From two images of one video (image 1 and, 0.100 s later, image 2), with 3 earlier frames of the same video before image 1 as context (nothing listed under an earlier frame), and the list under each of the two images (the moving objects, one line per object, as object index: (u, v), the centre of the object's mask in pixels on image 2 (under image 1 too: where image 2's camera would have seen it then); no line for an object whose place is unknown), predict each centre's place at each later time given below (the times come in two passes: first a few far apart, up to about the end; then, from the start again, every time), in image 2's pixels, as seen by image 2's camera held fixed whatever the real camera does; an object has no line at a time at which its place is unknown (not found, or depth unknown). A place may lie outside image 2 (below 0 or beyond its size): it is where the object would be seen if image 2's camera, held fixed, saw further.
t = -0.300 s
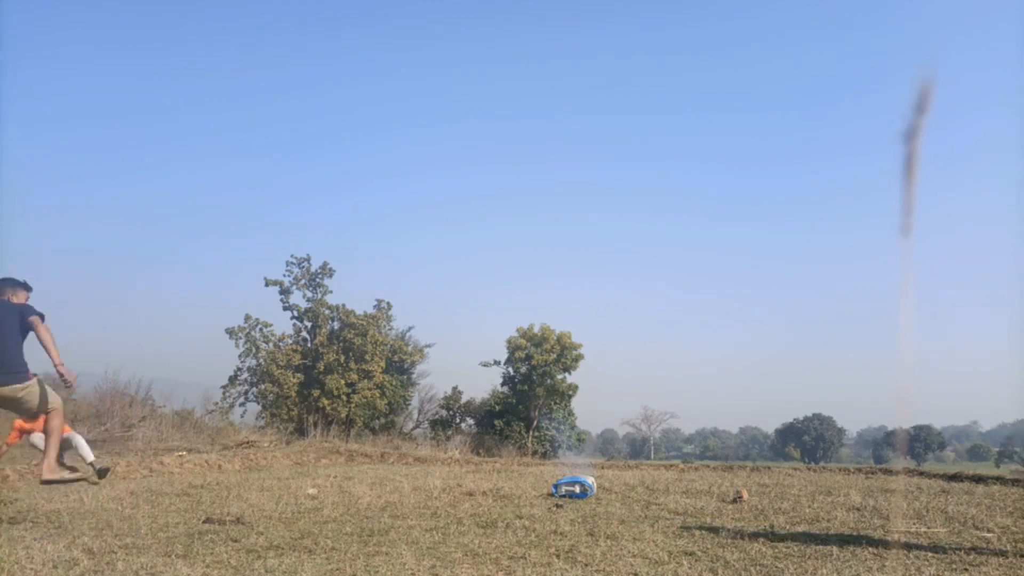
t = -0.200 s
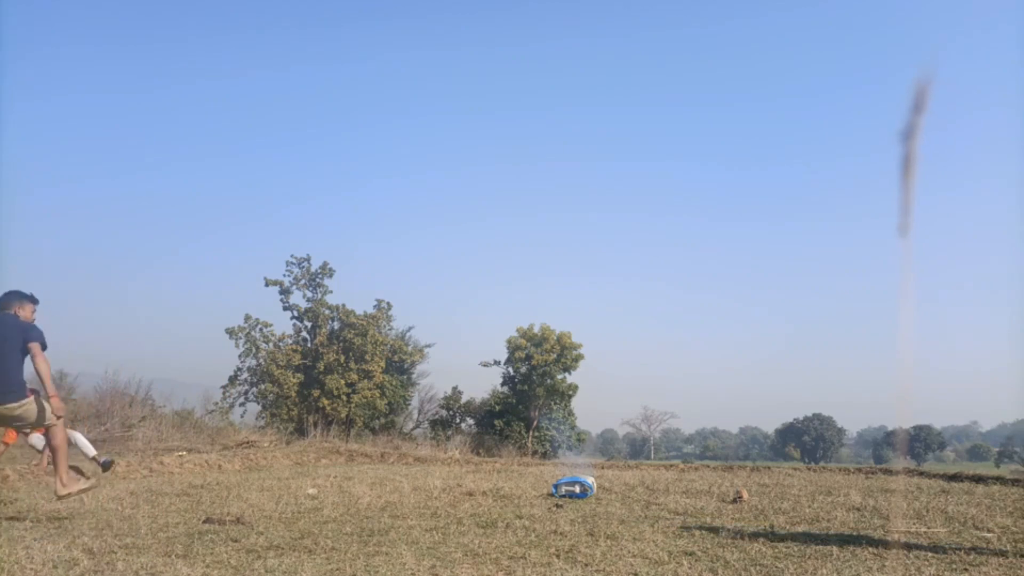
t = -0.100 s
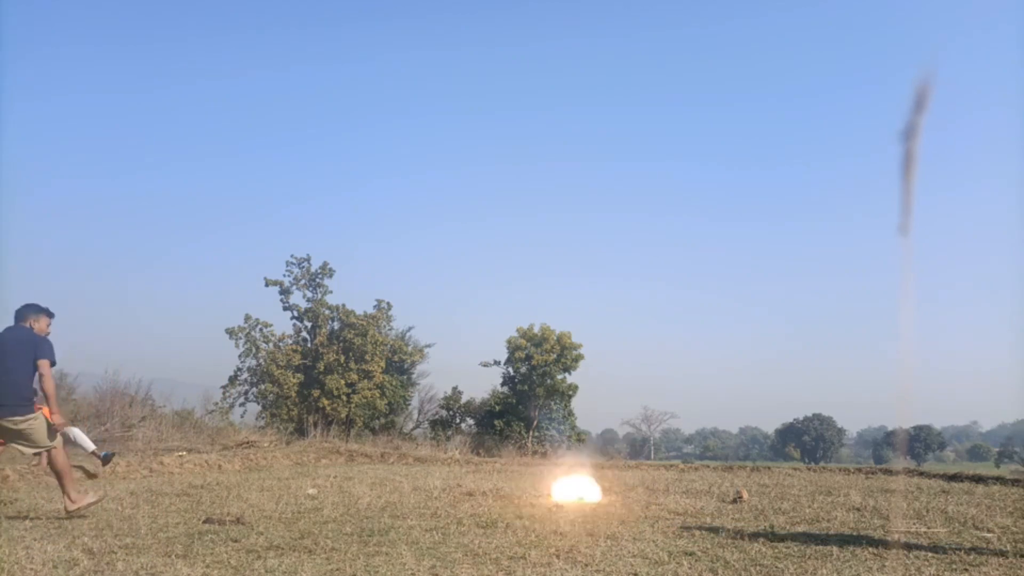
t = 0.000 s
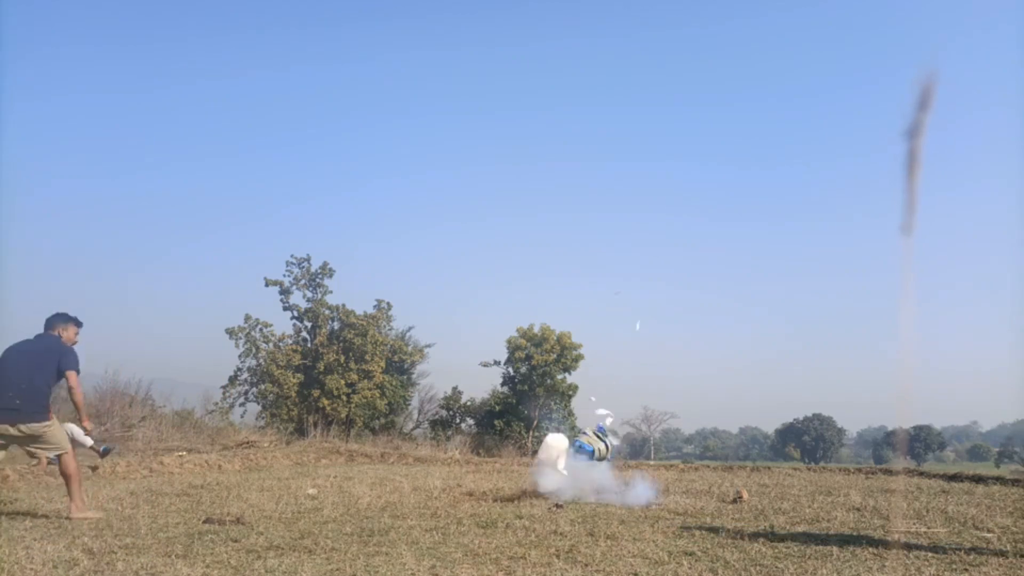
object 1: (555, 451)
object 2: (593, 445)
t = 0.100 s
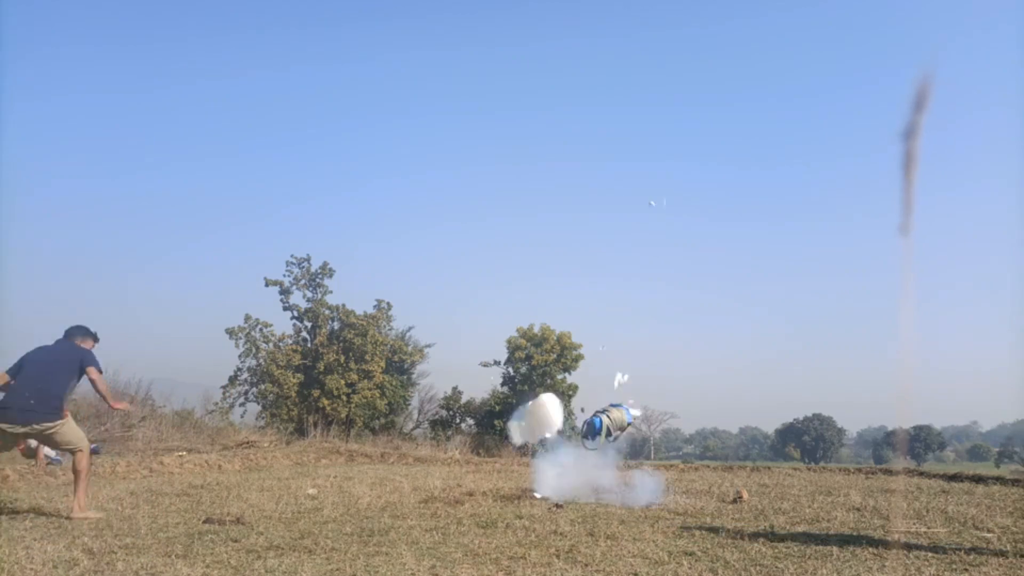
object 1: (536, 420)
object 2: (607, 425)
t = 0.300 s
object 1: (500, 382)
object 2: (638, 406)
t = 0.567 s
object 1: (459, 441)
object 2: (673, 436)
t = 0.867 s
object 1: (406, 526)
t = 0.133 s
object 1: (530, 414)
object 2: (613, 420)
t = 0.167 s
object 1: (534, 406)
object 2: (619, 415)
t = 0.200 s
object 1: (531, 398)
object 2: (624, 412)
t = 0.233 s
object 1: (520, 389)
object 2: (628, 409)
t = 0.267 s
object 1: (510, 383)
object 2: (634, 406)
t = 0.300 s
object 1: (500, 382)
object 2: (638, 406)
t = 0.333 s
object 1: (495, 385)
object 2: (642, 406)
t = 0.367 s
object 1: (491, 389)
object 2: (648, 407)
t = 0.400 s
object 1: (488, 393)
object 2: (653, 410)
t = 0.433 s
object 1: (485, 397)
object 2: (658, 413)
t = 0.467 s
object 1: (480, 402)
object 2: (664, 414)
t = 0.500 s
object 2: (668, 419)
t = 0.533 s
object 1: (465, 426)
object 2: (671, 425)
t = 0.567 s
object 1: (459, 441)
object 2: (673, 436)
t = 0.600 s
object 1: (454, 459)
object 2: (678, 443)
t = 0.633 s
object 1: (446, 478)
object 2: (677, 458)
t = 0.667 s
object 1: (438, 499)
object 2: (682, 471)
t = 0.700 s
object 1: (426, 526)
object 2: (685, 476)
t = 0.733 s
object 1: (427, 537)
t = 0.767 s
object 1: (419, 532)
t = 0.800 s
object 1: (414, 523)
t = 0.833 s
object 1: (408, 522)
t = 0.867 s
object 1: (406, 526)
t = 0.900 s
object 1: (405, 537)
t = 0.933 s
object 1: (397, 539)
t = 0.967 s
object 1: (390, 536)
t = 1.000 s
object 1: (386, 539)
